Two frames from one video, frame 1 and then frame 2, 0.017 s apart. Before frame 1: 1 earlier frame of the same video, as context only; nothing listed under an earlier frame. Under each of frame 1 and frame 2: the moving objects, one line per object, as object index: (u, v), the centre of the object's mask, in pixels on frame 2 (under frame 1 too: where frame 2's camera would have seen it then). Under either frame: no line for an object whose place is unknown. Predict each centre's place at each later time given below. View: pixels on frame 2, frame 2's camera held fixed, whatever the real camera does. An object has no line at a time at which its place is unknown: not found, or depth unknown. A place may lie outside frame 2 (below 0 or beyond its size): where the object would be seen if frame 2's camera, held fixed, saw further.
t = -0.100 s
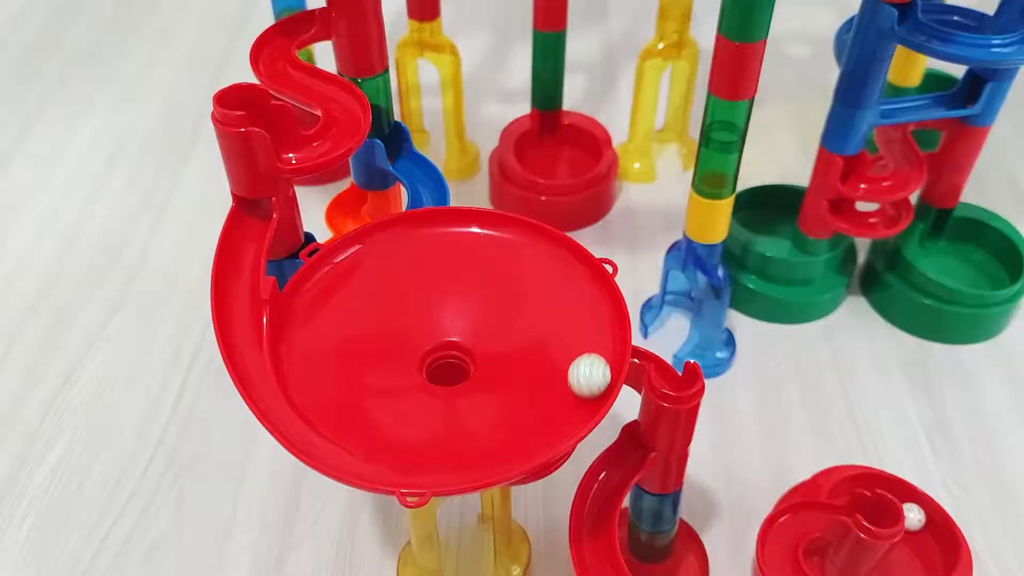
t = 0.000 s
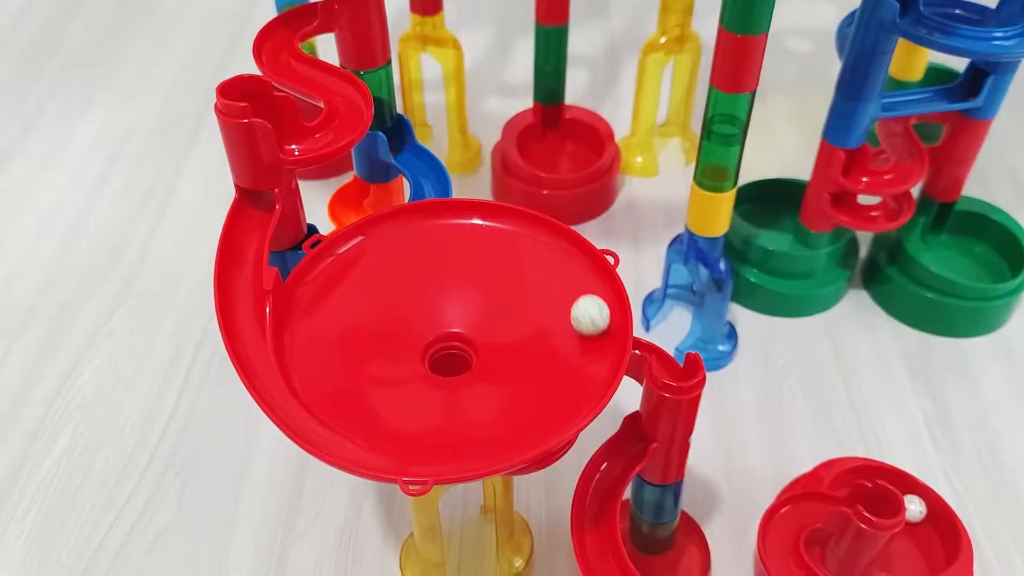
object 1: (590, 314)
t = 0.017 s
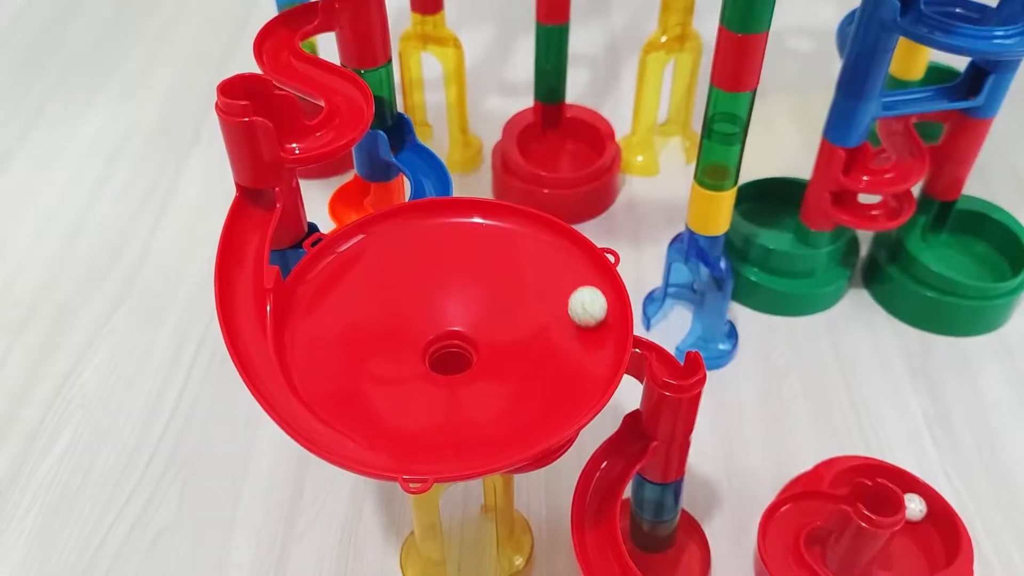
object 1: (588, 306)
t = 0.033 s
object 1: (583, 300)
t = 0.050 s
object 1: (579, 293)
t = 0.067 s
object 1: (573, 286)
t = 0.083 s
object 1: (567, 281)
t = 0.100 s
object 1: (560, 275)
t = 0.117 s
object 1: (553, 270)
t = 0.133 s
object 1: (544, 265)
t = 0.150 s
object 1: (535, 262)
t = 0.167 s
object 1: (526, 259)
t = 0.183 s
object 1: (517, 257)
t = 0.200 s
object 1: (507, 255)
